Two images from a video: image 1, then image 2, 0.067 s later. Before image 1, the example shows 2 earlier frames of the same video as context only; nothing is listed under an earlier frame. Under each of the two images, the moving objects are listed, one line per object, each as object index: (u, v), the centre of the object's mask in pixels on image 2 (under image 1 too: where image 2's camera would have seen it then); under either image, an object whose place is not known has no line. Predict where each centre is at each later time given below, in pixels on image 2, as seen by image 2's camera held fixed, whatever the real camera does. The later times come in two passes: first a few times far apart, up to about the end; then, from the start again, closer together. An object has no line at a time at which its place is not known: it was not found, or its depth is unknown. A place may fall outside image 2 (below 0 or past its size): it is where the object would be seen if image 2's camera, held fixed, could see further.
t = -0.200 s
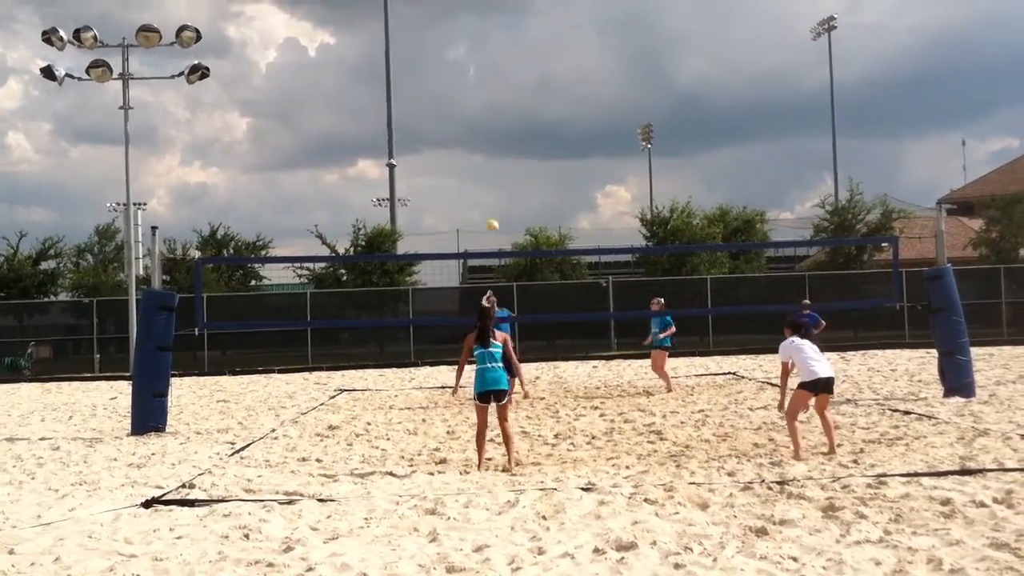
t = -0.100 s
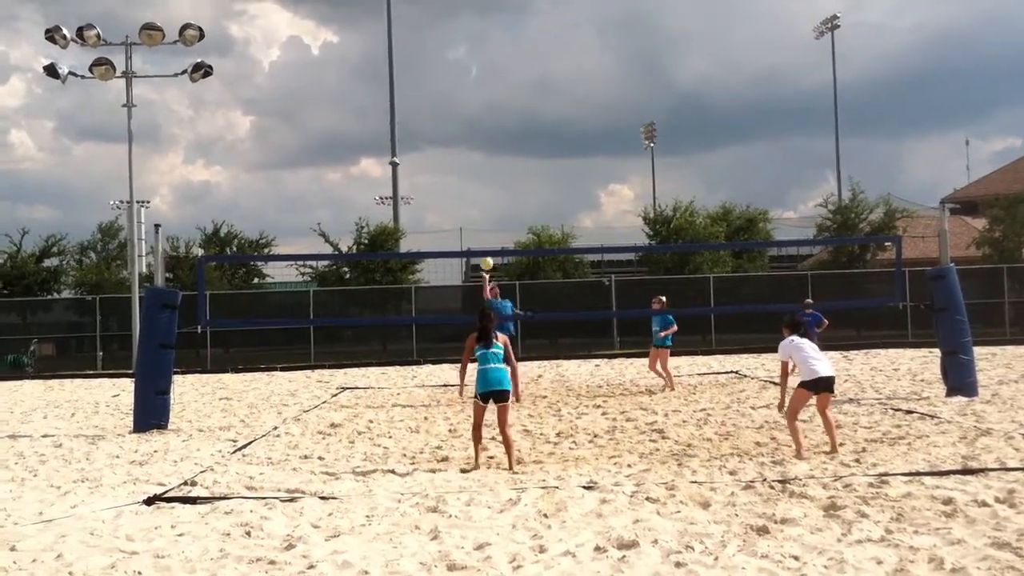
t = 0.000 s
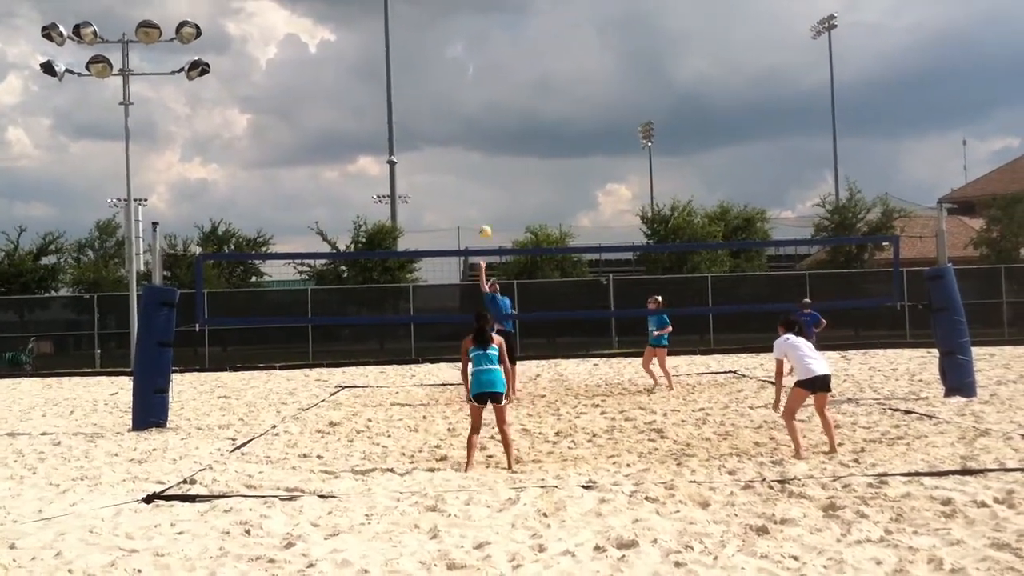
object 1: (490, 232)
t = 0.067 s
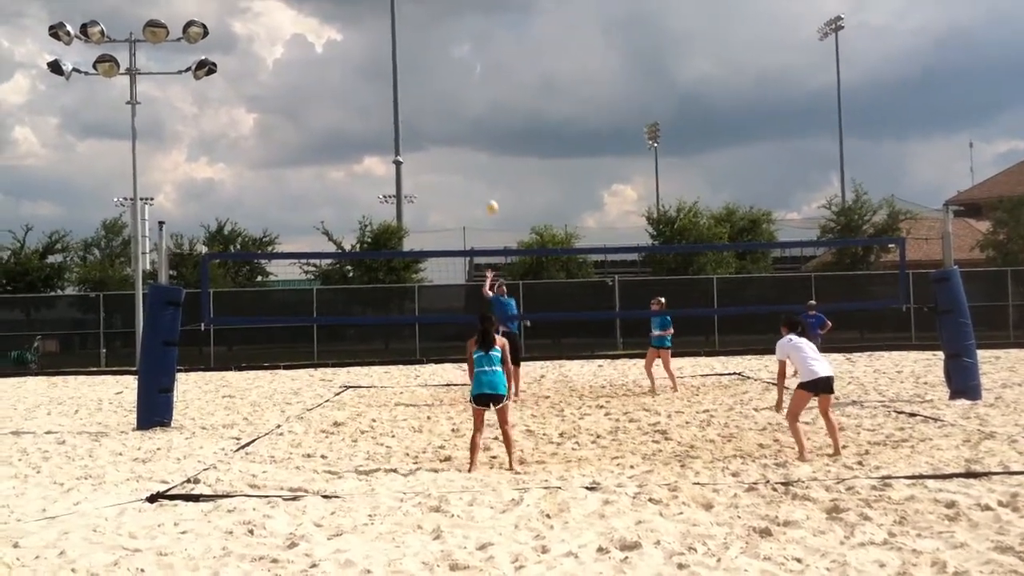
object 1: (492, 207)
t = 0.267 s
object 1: (496, 145)
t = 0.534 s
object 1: (508, 97)
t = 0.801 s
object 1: (524, 104)
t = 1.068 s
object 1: (546, 172)
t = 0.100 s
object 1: (493, 195)
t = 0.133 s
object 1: (494, 184)
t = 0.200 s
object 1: (493, 161)
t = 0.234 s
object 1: (494, 153)
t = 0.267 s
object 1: (496, 145)
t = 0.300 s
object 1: (499, 137)
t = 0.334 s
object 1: (500, 129)
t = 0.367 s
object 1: (501, 122)
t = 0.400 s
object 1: (503, 115)
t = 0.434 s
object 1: (504, 111)
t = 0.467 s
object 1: (505, 106)
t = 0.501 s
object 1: (507, 103)
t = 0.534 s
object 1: (508, 97)
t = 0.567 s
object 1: (510, 97)
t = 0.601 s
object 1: (513, 95)
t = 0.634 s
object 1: (515, 95)
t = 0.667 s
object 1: (517, 95)
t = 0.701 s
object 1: (517, 96)
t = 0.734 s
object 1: (520, 97)
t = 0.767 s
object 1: (522, 99)
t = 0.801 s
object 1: (524, 104)
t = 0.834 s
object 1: (526, 109)
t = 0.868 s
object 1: (529, 114)
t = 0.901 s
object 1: (532, 122)
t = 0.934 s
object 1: (534, 130)
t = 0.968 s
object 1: (536, 139)
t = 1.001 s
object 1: (539, 149)
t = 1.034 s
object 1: (541, 160)
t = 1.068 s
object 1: (546, 172)
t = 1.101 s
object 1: (547, 185)
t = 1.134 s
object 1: (549, 202)
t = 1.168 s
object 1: (553, 218)
